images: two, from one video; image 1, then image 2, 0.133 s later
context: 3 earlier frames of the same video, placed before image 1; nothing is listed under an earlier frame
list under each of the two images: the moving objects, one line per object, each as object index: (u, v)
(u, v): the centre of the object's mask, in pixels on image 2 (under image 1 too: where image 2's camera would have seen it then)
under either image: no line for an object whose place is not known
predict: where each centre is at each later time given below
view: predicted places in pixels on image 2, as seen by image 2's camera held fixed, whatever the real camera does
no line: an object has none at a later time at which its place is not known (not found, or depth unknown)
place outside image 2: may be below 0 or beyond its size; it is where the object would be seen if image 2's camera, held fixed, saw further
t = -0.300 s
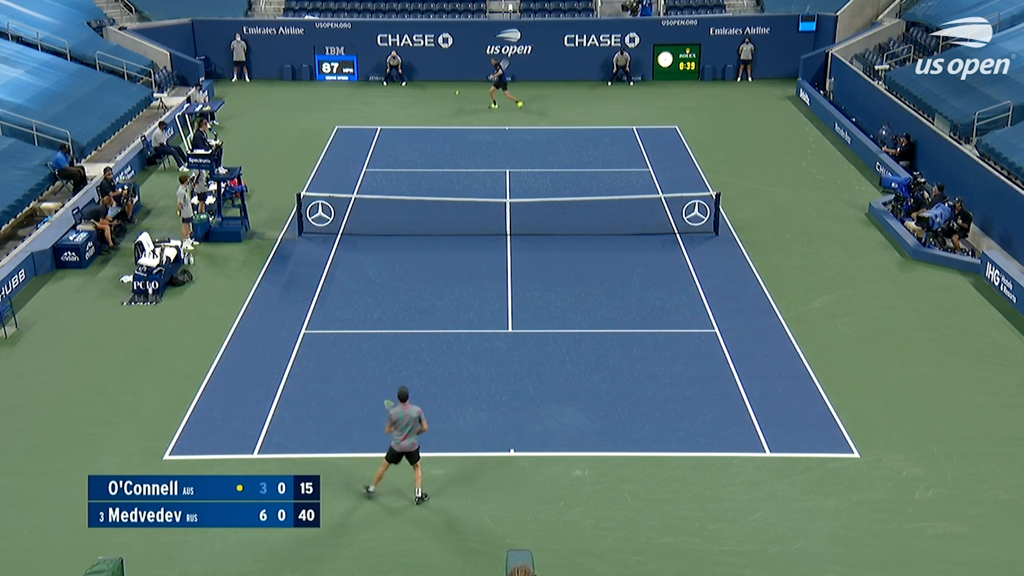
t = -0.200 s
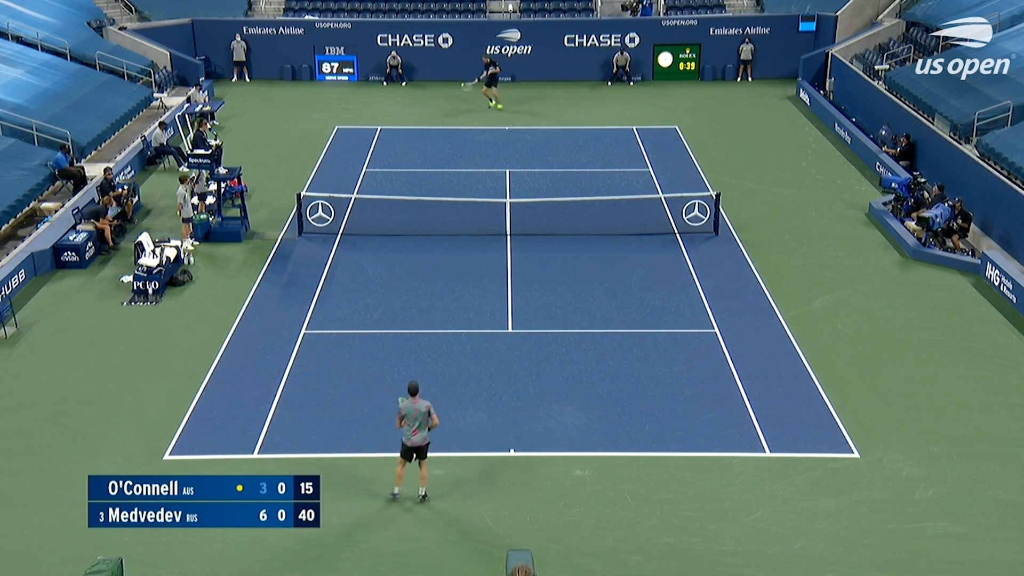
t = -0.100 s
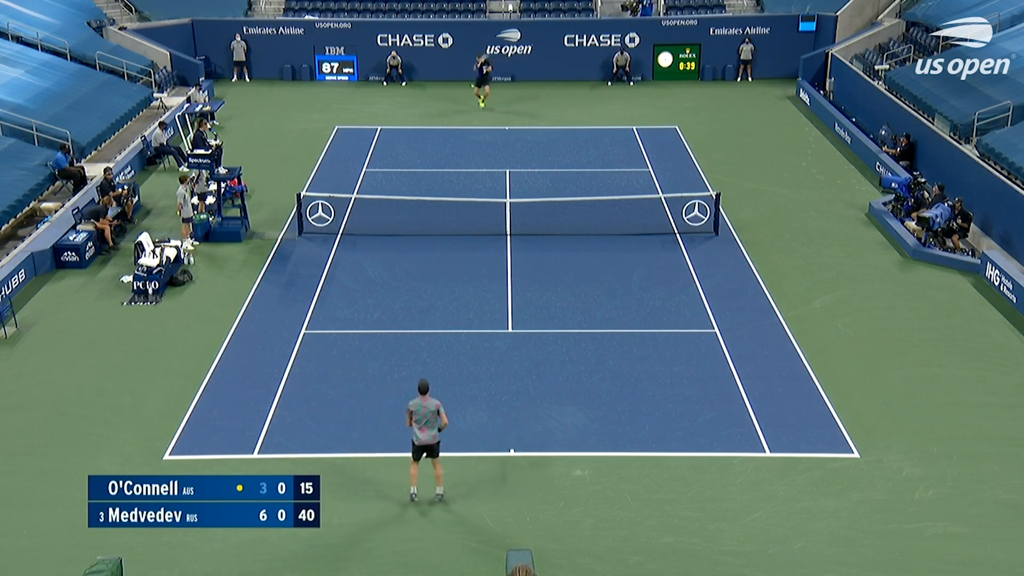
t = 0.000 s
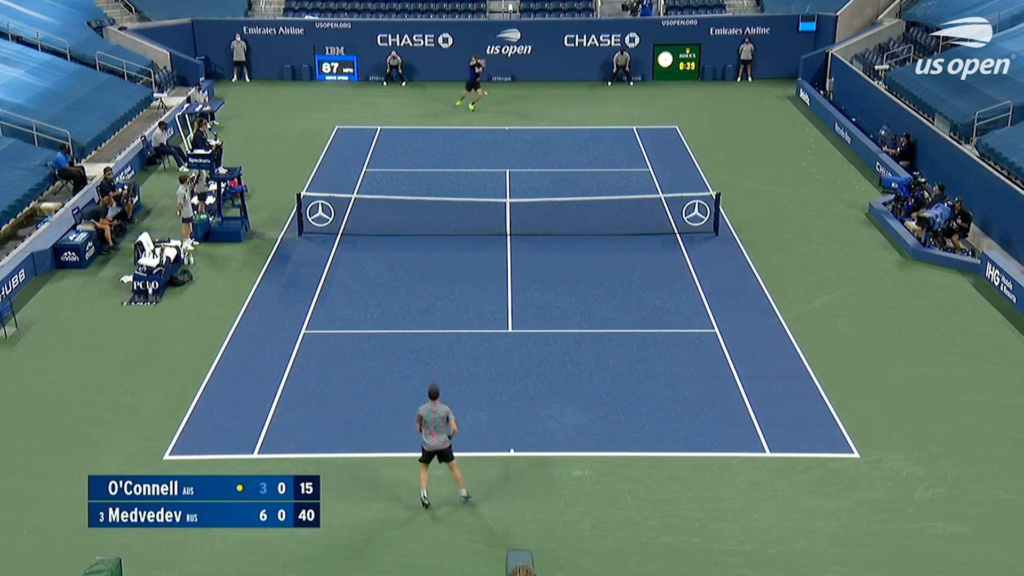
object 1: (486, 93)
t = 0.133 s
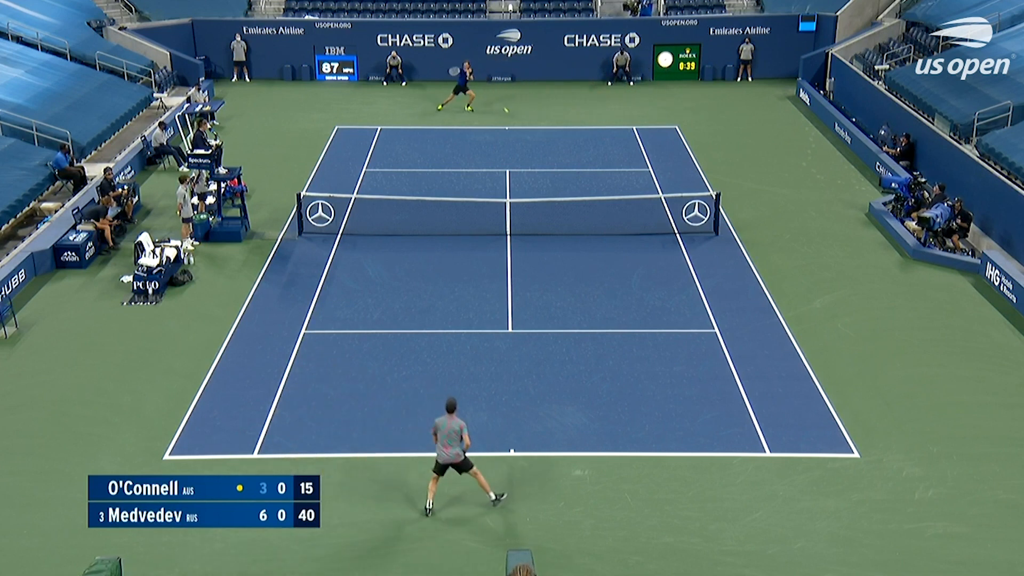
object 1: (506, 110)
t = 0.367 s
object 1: (549, 165)
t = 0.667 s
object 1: (619, 291)
